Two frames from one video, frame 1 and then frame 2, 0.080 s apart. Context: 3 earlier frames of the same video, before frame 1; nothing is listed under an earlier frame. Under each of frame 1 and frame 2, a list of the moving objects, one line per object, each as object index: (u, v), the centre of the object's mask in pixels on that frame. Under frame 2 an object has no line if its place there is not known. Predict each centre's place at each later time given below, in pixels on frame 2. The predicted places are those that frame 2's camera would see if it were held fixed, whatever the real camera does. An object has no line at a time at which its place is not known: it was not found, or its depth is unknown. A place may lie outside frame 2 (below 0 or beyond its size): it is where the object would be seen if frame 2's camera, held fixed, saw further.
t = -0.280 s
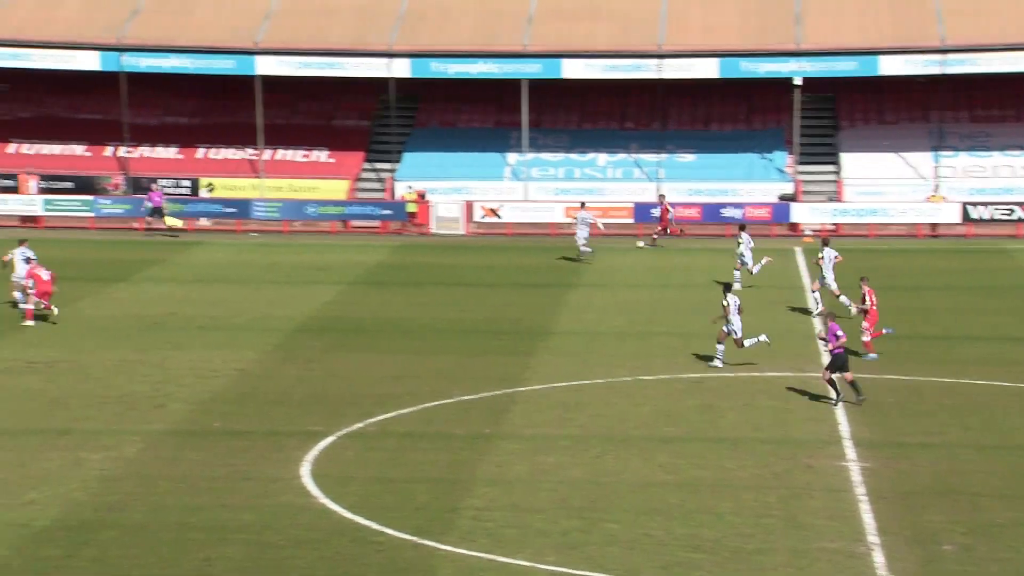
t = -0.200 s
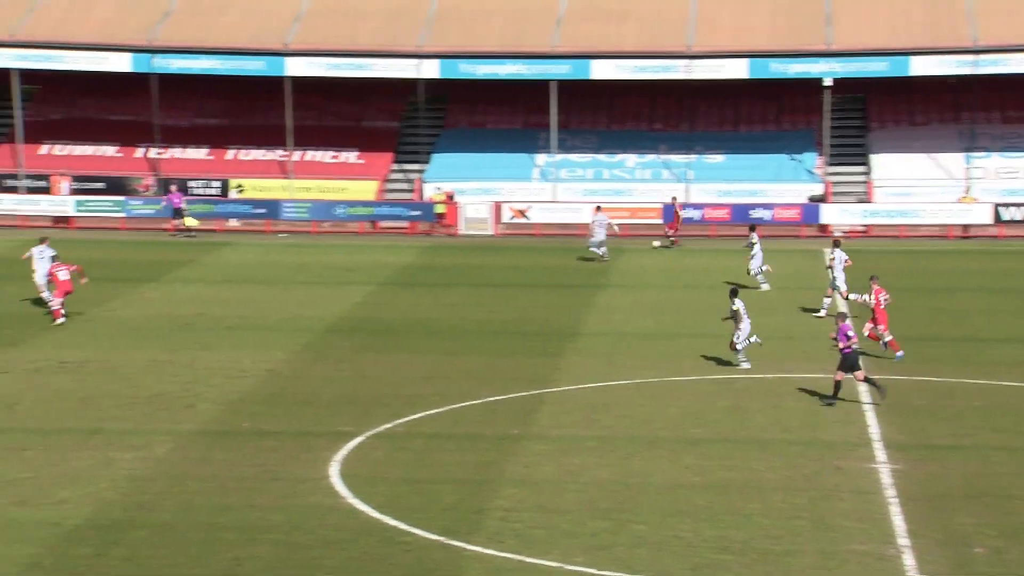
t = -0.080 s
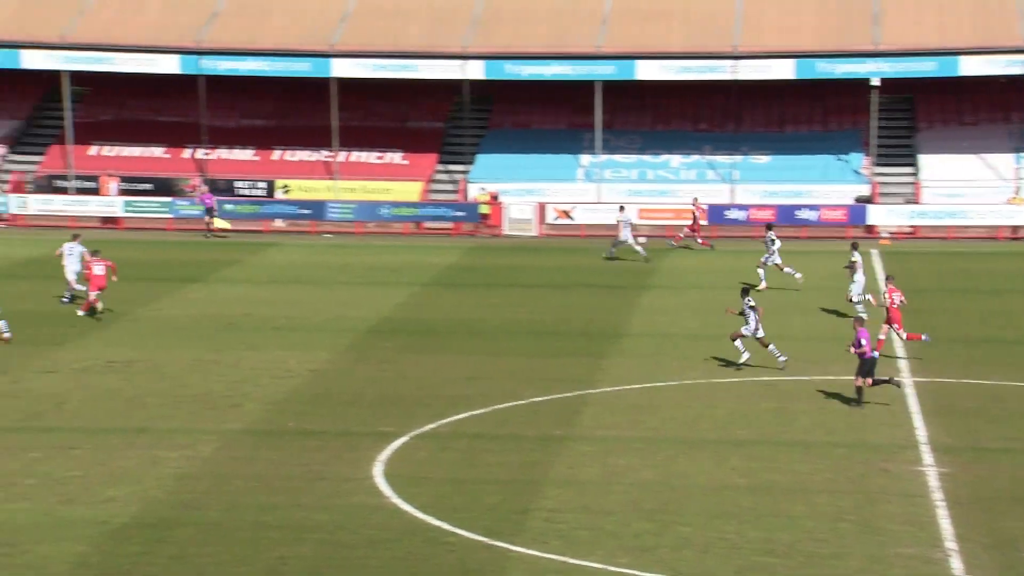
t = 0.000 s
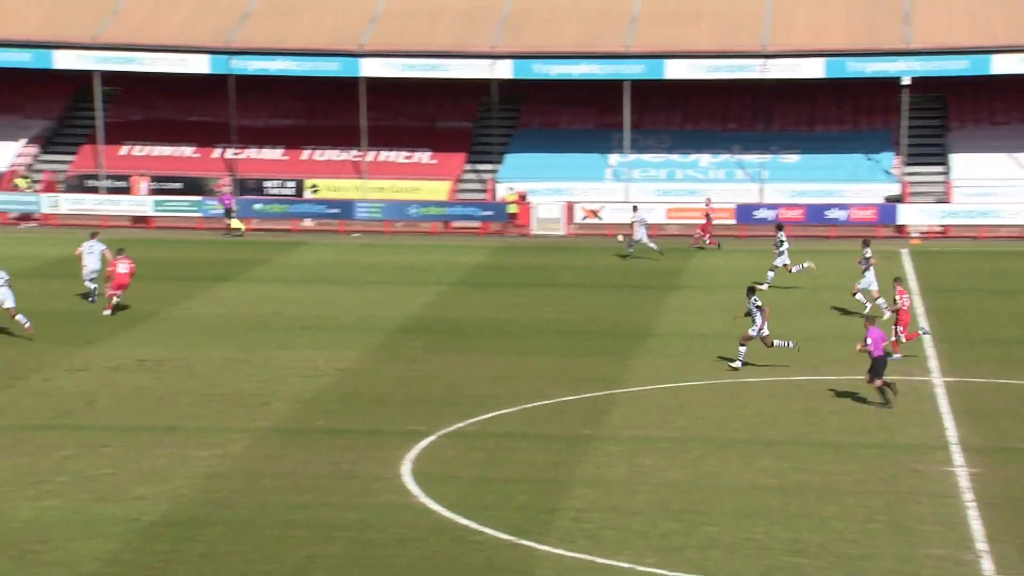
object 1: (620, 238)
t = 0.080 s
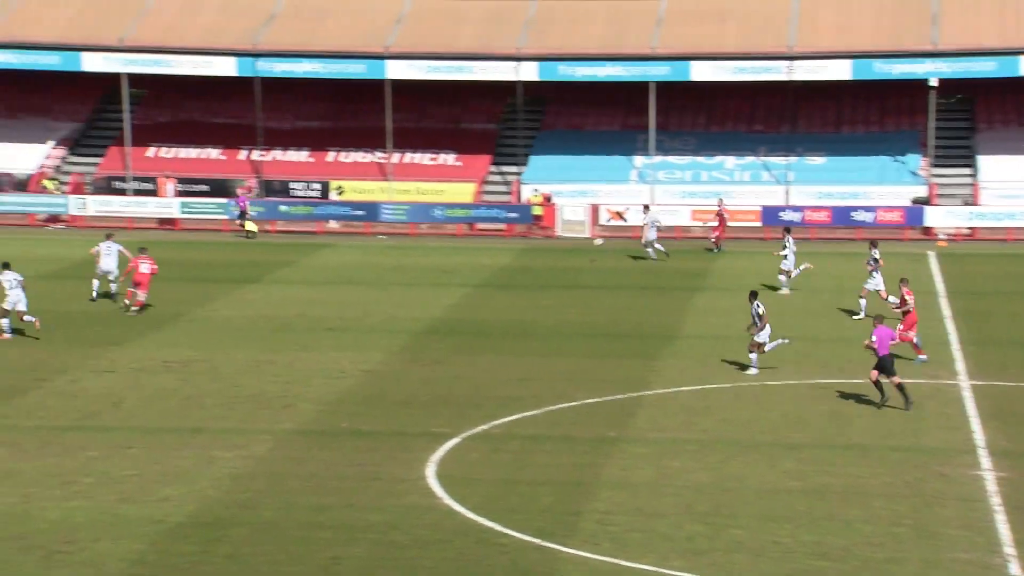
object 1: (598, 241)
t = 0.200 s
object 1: (532, 247)
